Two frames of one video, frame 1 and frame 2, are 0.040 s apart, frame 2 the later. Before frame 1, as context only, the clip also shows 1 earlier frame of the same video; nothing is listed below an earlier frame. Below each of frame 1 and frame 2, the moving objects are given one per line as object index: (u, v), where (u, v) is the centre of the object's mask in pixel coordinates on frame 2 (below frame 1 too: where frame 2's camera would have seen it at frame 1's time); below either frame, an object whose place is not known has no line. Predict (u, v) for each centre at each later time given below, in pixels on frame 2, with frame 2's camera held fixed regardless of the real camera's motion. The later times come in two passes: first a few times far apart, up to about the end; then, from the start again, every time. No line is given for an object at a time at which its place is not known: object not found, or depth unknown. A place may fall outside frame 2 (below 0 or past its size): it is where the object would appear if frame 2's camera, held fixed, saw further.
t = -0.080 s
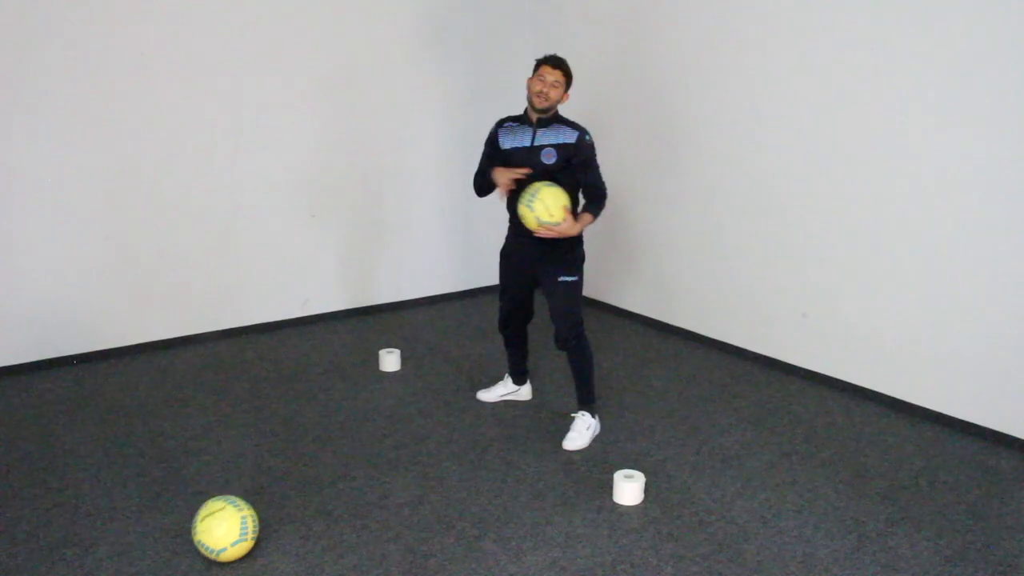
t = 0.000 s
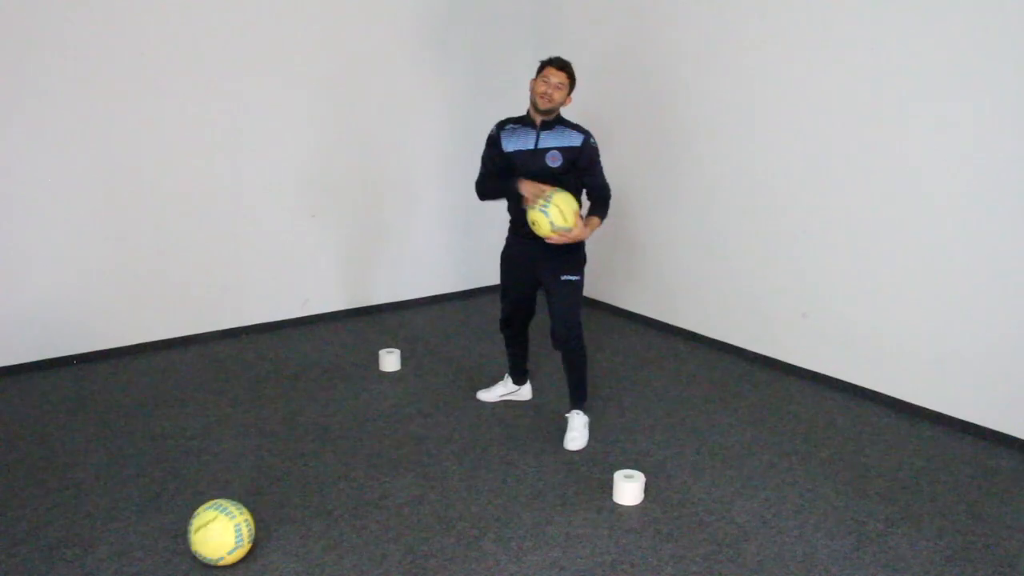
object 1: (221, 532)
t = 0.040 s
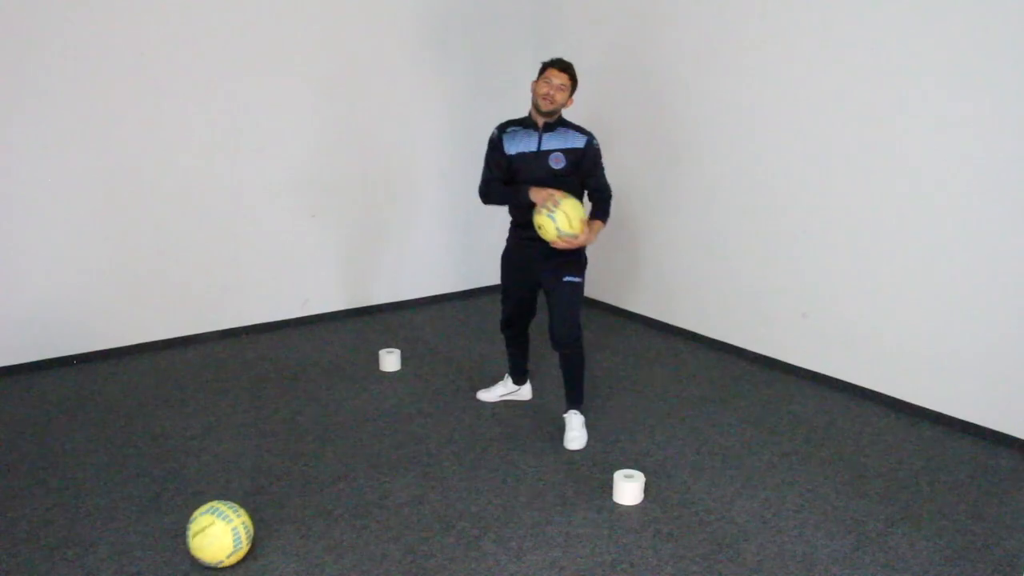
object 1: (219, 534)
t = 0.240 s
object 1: (210, 543)
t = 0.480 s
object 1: (200, 549)
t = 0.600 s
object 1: (195, 552)
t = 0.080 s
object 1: (217, 536)
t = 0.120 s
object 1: (215, 537)
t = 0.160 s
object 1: (213, 539)
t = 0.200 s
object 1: (211, 541)
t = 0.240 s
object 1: (210, 543)
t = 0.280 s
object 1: (208, 544)
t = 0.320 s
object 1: (206, 545)
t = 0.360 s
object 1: (205, 546)
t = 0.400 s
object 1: (203, 547)
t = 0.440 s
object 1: (202, 548)
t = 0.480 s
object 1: (200, 549)
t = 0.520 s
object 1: (198, 550)
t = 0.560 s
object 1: (197, 551)
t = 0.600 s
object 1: (195, 552)
